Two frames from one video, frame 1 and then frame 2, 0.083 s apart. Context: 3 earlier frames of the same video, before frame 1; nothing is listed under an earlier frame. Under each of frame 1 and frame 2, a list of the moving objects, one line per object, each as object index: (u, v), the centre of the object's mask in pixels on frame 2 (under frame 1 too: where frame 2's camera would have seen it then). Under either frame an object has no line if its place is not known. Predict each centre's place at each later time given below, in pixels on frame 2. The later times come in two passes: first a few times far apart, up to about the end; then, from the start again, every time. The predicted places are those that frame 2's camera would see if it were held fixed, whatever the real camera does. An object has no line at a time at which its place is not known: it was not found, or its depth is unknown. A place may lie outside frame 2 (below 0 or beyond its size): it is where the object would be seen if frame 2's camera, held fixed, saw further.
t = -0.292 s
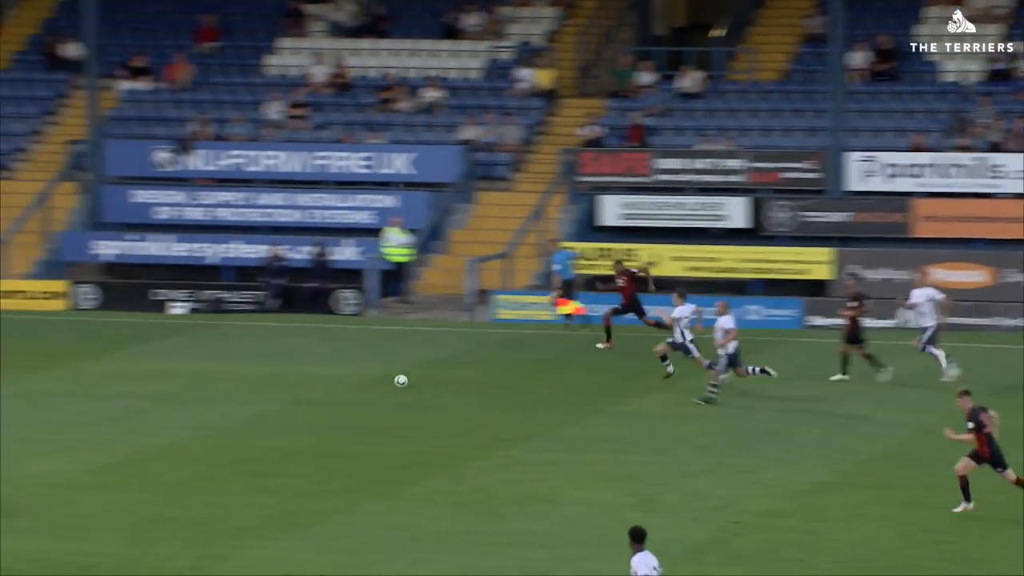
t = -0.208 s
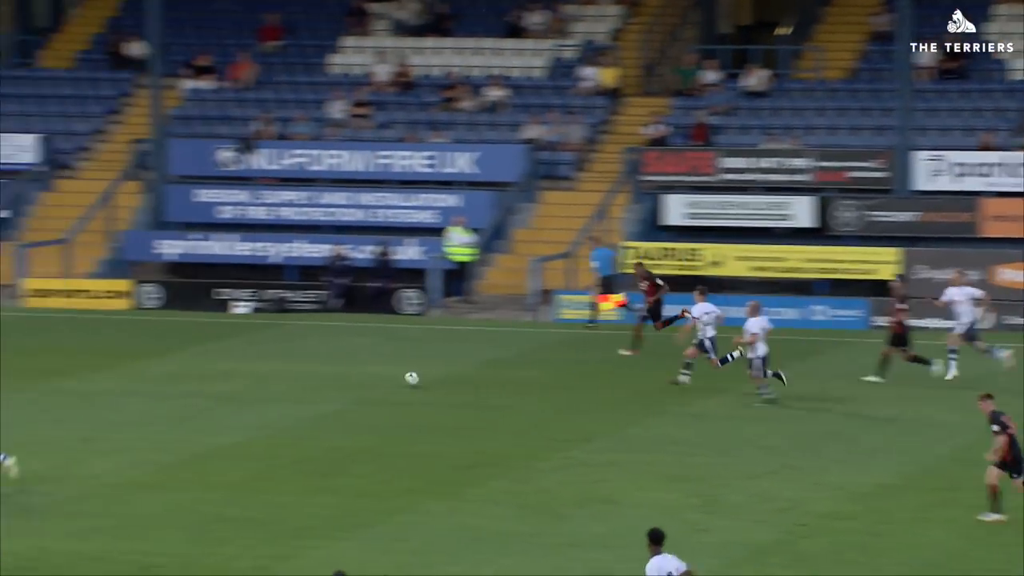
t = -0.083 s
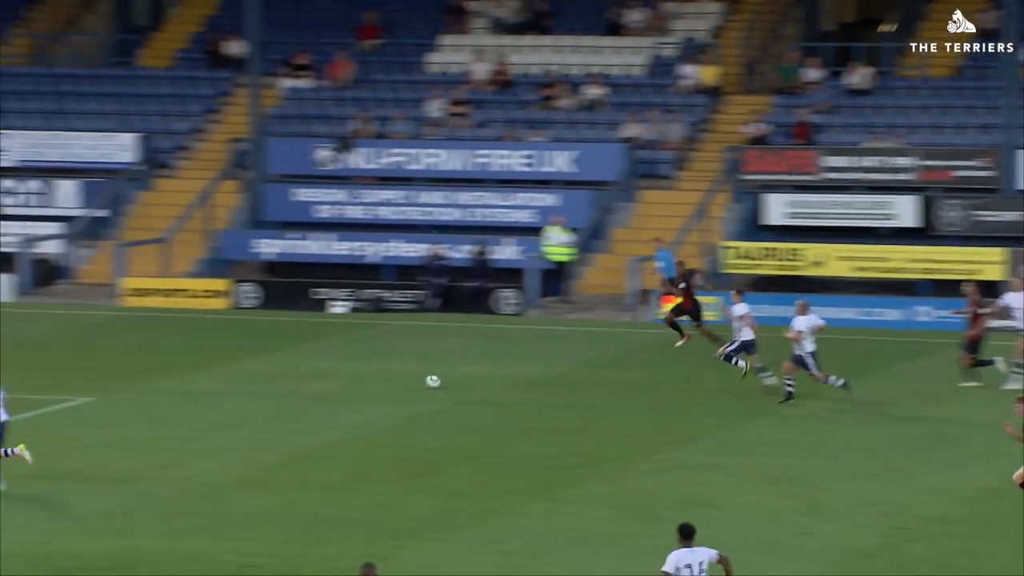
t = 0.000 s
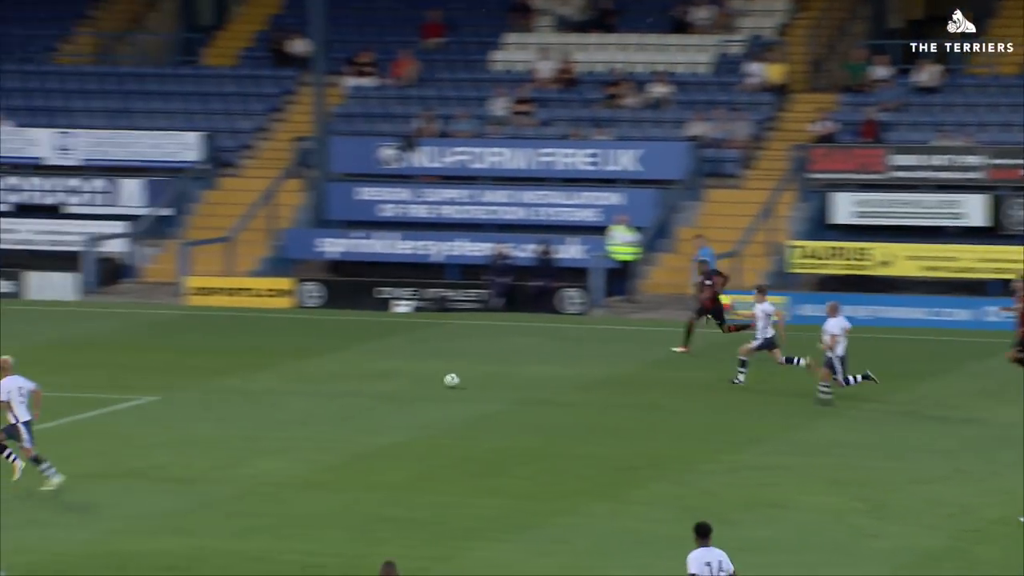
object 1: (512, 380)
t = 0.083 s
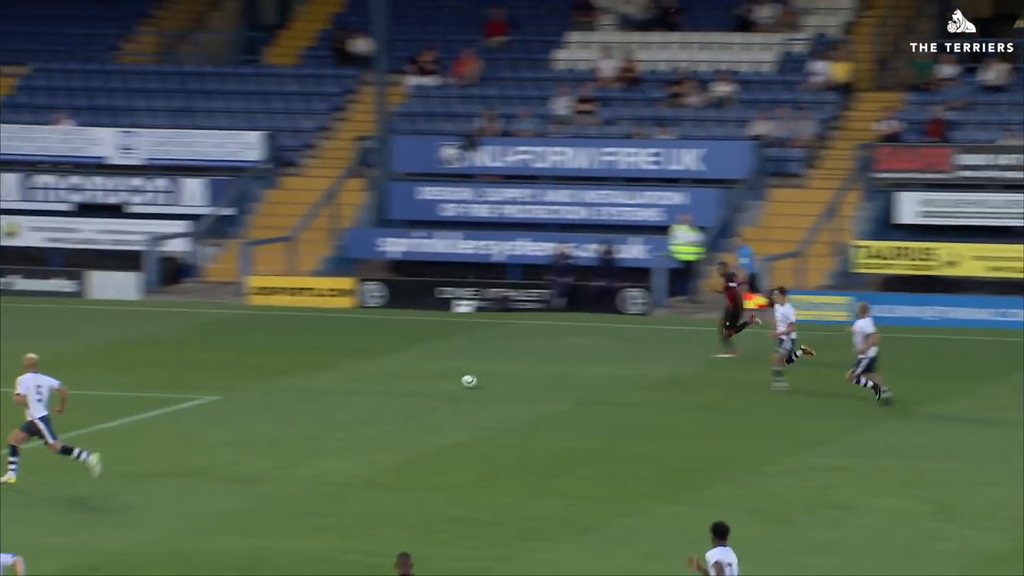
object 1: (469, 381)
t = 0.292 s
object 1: (372, 379)
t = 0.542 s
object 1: (266, 379)
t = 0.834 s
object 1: (150, 381)
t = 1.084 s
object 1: (54, 381)
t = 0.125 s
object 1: (449, 380)
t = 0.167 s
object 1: (428, 380)
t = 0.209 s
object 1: (409, 380)
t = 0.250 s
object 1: (390, 381)
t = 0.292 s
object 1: (372, 379)
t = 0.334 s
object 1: (354, 379)
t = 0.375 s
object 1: (336, 379)
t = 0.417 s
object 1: (318, 380)
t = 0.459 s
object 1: (301, 379)
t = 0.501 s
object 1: (284, 379)
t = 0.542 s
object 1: (266, 379)
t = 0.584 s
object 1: (249, 380)
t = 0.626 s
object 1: (232, 381)
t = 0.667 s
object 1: (215, 380)
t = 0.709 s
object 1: (199, 380)
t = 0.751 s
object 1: (182, 380)
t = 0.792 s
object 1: (166, 380)
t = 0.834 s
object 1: (150, 381)
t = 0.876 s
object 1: (133, 380)
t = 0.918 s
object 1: (117, 381)
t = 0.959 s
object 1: (101, 381)
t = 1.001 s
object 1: (85, 381)
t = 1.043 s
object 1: (70, 381)
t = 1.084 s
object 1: (54, 381)
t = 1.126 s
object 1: (38, 381)
